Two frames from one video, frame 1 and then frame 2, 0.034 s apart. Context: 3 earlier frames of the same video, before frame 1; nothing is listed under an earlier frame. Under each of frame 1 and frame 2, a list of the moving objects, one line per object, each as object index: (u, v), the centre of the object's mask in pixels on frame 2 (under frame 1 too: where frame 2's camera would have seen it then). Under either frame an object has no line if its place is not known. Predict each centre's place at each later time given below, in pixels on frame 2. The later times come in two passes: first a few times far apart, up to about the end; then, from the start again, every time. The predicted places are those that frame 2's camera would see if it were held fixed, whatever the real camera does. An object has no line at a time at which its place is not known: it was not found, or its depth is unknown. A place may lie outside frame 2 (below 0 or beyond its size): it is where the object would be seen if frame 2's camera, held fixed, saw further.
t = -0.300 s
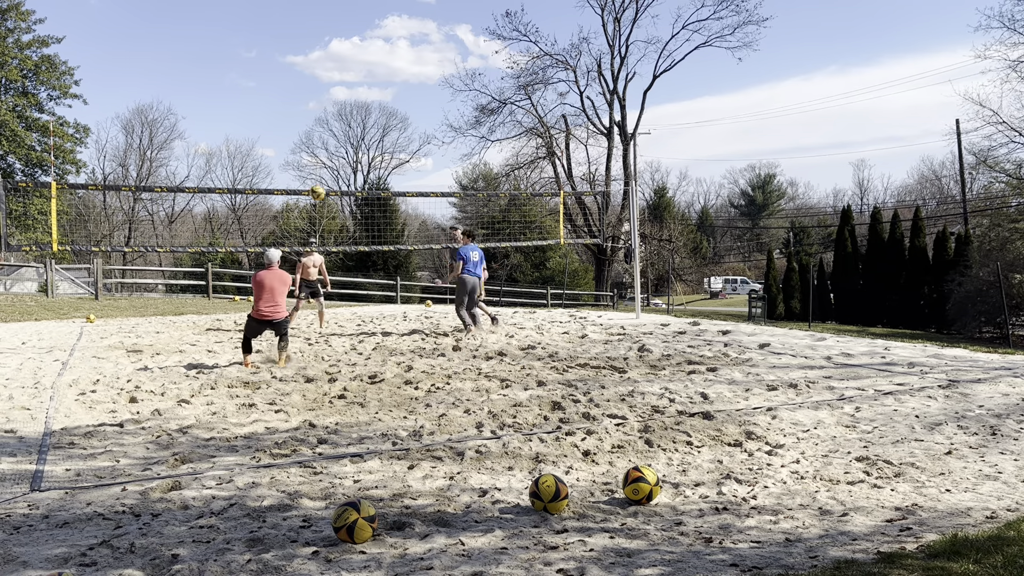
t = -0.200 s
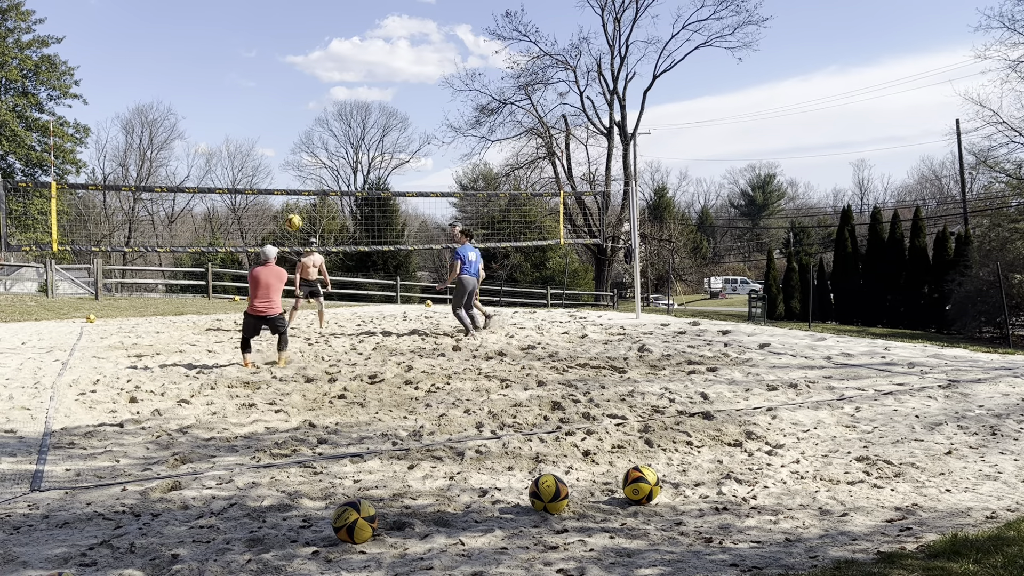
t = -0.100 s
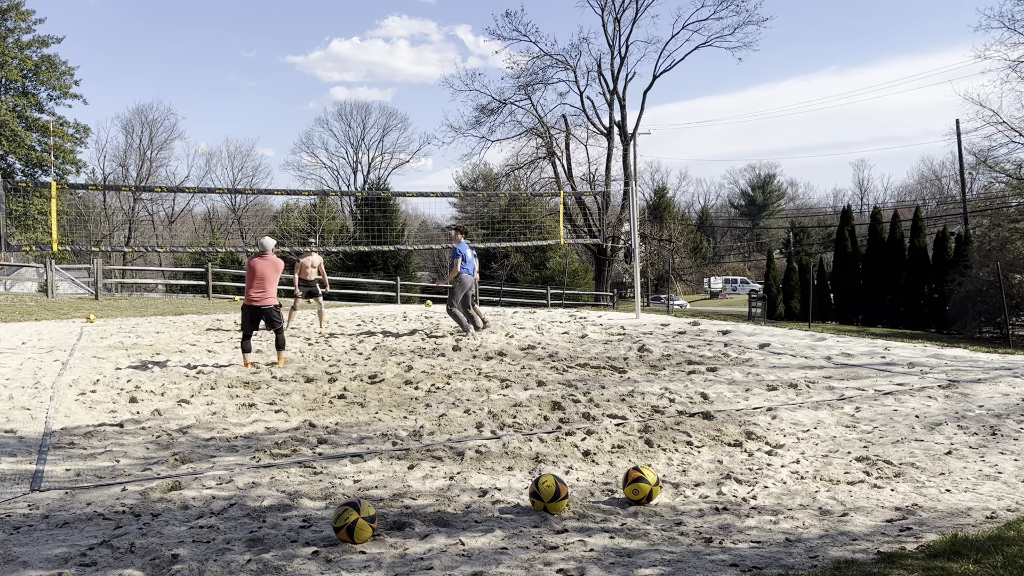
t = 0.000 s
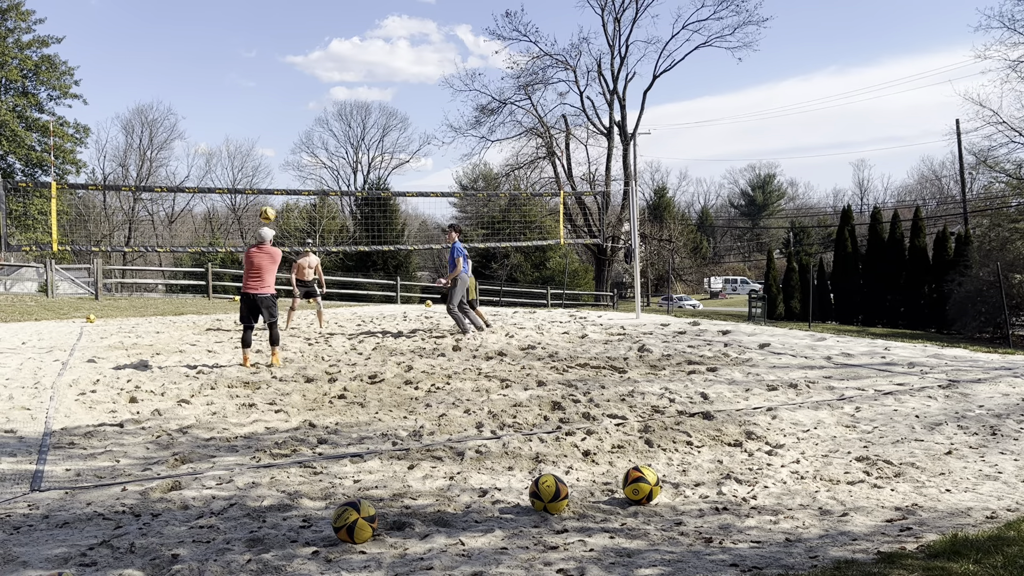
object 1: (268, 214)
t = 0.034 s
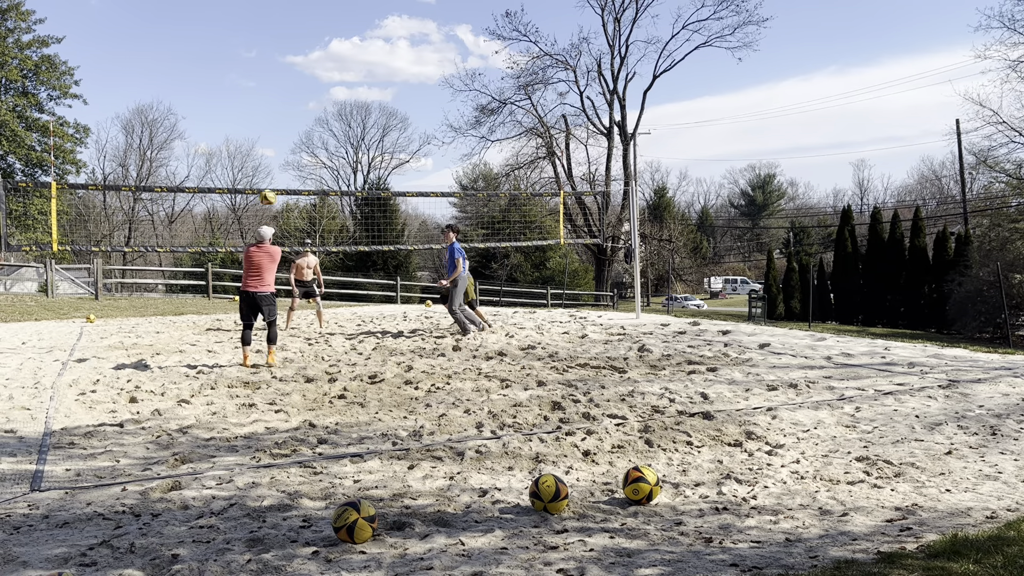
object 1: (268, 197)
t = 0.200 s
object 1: (269, 128)
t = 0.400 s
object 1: (273, 76)
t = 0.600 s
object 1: (277, 53)
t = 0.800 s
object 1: (282, 60)
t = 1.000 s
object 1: (289, 92)
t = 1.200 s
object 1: (296, 150)
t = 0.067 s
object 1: (268, 182)
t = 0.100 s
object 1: (268, 167)
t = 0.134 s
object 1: (268, 153)
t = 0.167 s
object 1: (269, 140)
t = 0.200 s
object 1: (269, 128)
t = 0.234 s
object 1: (270, 117)
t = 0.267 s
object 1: (270, 107)
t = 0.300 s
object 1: (271, 98)
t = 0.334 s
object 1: (271, 90)
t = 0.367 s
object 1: (272, 82)
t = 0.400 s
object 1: (273, 76)
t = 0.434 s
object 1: (273, 70)
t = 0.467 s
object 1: (274, 65)
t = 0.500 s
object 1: (275, 61)
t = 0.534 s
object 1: (276, 57)
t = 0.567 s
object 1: (276, 55)
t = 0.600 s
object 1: (277, 53)
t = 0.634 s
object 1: (278, 53)
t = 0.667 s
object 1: (279, 52)
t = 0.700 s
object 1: (280, 53)
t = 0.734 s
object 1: (281, 55)
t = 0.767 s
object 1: (282, 57)
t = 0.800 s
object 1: (282, 60)
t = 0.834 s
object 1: (283, 63)
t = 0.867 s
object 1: (284, 68)
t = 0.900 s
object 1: (285, 73)
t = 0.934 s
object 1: (287, 79)
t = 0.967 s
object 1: (288, 85)
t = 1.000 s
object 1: (289, 92)
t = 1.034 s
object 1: (290, 100)
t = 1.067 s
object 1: (291, 109)
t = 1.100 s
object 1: (292, 118)
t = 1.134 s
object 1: (293, 128)
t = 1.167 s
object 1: (295, 139)
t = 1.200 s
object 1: (296, 150)
